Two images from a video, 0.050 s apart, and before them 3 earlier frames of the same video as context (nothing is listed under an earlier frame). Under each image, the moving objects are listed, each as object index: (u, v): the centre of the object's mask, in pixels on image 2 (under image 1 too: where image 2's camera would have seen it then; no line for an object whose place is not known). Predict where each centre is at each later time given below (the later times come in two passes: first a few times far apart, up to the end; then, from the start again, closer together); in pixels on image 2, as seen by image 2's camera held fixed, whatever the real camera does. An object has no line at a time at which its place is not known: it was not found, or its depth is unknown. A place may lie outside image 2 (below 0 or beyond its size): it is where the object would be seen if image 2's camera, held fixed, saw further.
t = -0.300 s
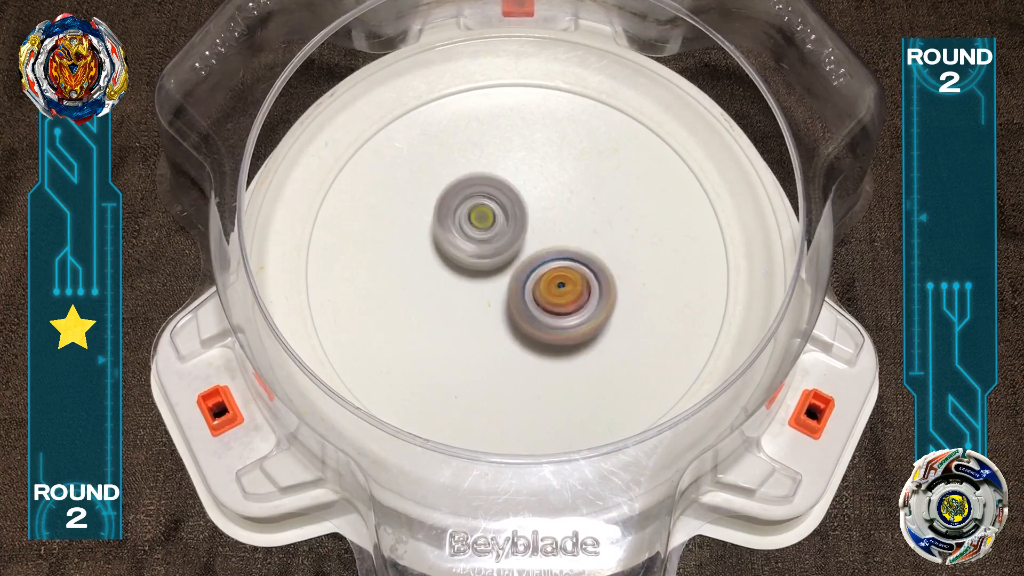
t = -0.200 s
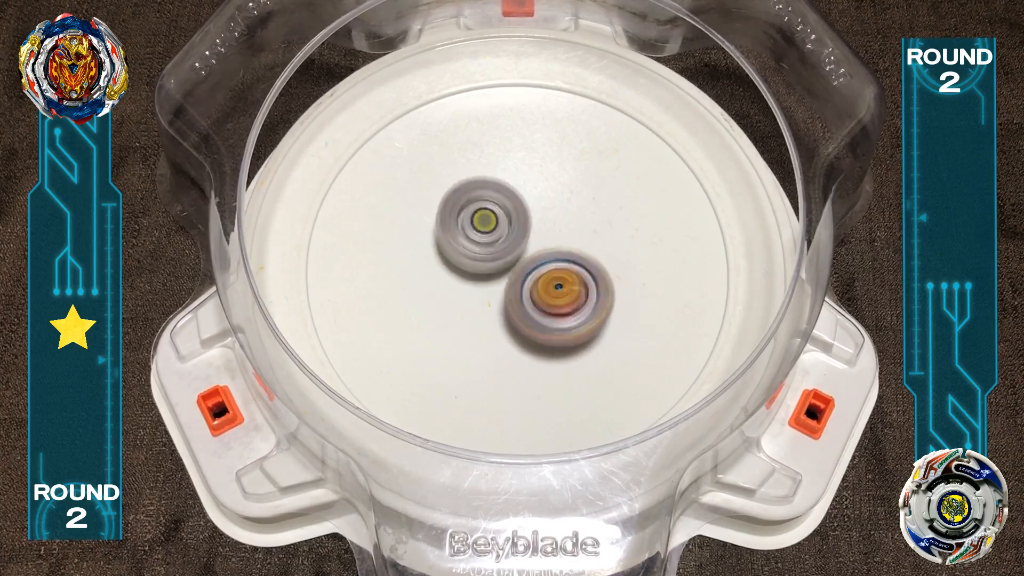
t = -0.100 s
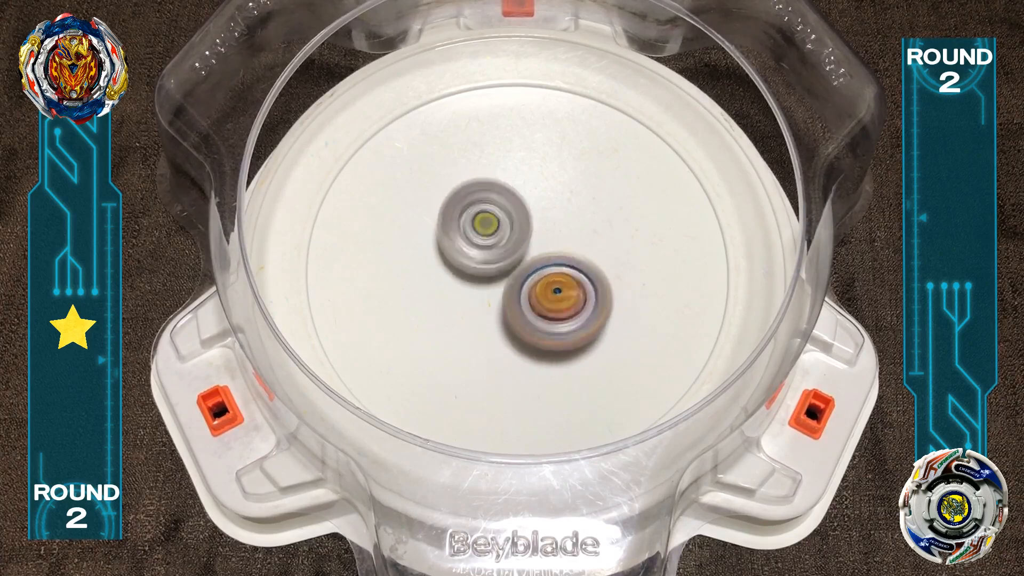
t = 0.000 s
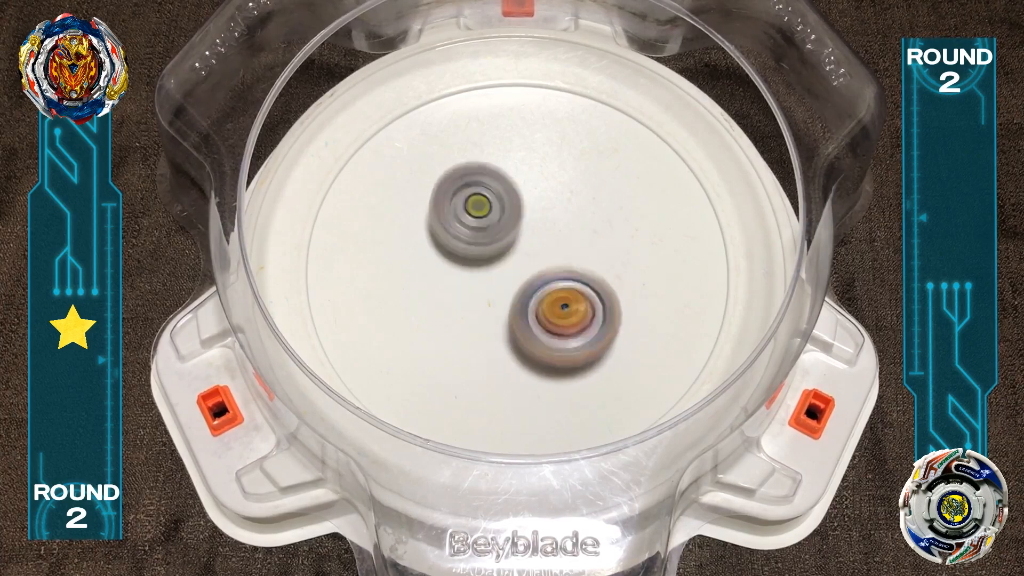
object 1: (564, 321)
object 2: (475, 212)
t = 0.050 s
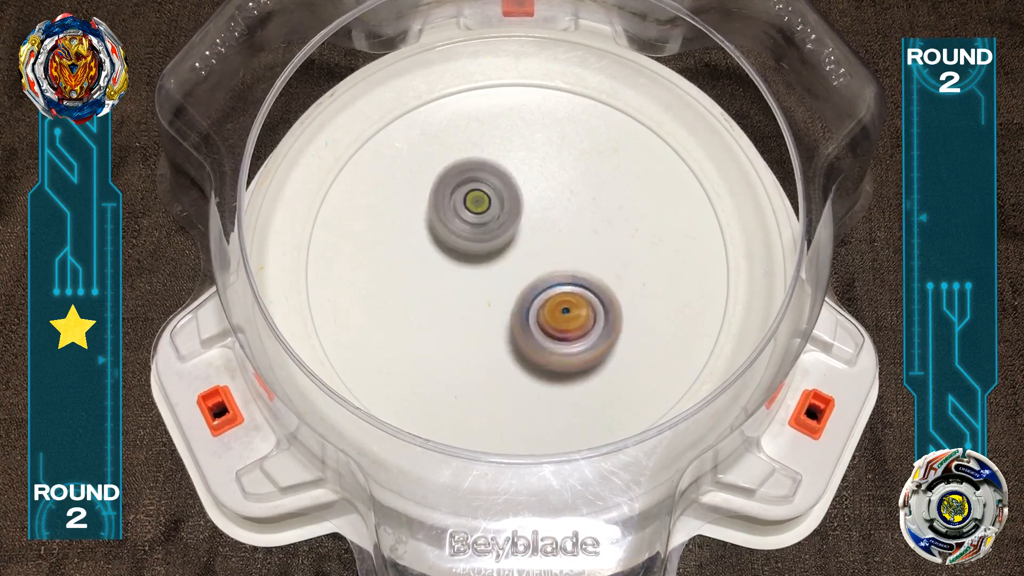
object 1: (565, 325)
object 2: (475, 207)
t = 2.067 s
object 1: (479, 292)
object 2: (577, 240)
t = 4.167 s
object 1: (561, 246)
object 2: (459, 299)
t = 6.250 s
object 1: (516, 309)
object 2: (543, 211)
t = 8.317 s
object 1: (471, 260)
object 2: (591, 283)
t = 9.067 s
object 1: (486, 251)
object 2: (587, 287)
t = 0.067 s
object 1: (565, 325)
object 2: (475, 207)
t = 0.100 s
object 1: (564, 324)
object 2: (475, 207)
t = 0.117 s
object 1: (563, 323)
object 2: (476, 206)
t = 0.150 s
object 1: (561, 320)
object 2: (477, 208)
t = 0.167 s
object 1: (560, 317)
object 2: (478, 209)
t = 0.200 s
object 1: (558, 313)
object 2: (480, 210)
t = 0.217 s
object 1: (556, 311)
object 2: (481, 211)
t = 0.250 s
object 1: (554, 307)
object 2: (483, 213)
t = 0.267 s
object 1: (553, 303)
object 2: (485, 213)
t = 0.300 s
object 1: (550, 300)
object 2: (487, 216)
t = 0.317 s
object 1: (547, 300)
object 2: (488, 216)
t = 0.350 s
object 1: (547, 301)
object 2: (489, 214)
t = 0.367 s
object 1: (547, 302)
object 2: (489, 211)
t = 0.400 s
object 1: (547, 303)
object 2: (490, 210)
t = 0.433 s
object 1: (544, 304)
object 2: (492, 210)
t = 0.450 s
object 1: (543, 303)
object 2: (493, 210)
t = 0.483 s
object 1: (541, 303)
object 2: (494, 211)
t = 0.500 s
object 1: (540, 302)
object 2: (495, 211)
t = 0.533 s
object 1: (537, 301)
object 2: (497, 211)
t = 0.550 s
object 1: (536, 301)
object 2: (498, 211)
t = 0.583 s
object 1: (535, 313)
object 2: (498, 200)
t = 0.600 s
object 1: (535, 317)
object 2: (497, 195)
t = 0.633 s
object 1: (535, 323)
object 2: (496, 187)
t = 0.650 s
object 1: (534, 325)
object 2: (497, 186)
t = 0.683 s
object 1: (532, 328)
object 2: (497, 185)
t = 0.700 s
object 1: (532, 328)
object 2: (498, 185)
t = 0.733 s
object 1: (530, 325)
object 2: (498, 187)
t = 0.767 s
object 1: (529, 323)
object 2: (500, 191)
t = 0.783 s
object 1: (528, 321)
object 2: (501, 194)
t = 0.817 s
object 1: (527, 317)
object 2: (502, 199)
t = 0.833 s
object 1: (527, 315)
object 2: (503, 203)
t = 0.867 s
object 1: (526, 310)
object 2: (504, 207)
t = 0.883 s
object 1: (526, 308)
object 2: (505, 211)
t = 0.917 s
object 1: (524, 317)
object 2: (507, 209)
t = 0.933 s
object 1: (523, 328)
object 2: (509, 197)
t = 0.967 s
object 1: (521, 348)
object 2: (511, 178)
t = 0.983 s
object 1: (520, 355)
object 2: (513, 172)
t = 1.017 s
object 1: (519, 365)
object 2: (517, 164)
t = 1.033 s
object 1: (518, 368)
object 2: (518, 162)
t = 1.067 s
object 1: (518, 370)
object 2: (521, 160)
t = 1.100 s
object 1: (519, 368)
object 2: (523, 160)
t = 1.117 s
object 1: (520, 366)
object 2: (524, 160)
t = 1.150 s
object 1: (521, 362)
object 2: (526, 160)
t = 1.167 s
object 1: (522, 359)
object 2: (527, 161)
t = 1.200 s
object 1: (524, 354)
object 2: (530, 163)
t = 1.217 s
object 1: (524, 352)
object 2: (531, 164)
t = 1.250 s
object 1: (526, 346)
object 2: (534, 167)
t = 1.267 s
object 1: (527, 343)
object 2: (536, 169)
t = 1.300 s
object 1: (527, 337)
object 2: (538, 172)
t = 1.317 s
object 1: (528, 335)
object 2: (539, 174)
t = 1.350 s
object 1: (528, 329)
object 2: (542, 177)
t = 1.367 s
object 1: (527, 326)
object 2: (542, 180)
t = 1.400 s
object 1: (527, 321)
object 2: (544, 185)
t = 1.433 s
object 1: (526, 316)
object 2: (546, 189)
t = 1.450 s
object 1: (525, 314)
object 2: (546, 192)
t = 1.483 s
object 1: (524, 310)
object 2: (547, 197)
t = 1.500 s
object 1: (523, 307)
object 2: (547, 200)
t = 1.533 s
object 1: (522, 302)
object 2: (548, 204)
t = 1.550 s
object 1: (522, 298)
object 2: (550, 206)
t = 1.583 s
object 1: (519, 299)
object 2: (552, 207)
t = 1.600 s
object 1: (518, 299)
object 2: (553, 208)
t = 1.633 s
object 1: (516, 298)
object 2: (555, 210)
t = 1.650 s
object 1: (514, 299)
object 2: (556, 211)
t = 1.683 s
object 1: (511, 301)
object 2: (558, 215)
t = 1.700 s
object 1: (509, 301)
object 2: (559, 217)
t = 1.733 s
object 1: (505, 303)
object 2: (562, 219)
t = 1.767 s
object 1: (498, 307)
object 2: (568, 216)
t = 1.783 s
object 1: (495, 308)
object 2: (570, 215)
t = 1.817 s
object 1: (492, 307)
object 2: (572, 218)
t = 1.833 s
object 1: (491, 306)
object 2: (572, 219)
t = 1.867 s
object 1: (488, 306)
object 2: (573, 222)
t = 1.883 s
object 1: (489, 303)
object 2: (572, 225)
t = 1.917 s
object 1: (488, 302)
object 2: (573, 227)
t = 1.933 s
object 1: (488, 300)
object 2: (572, 229)
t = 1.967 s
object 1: (488, 298)
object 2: (571, 233)
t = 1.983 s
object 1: (489, 295)
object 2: (571, 234)
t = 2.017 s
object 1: (486, 293)
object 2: (573, 237)
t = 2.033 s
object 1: (483, 293)
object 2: (575, 237)
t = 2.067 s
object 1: (479, 292)
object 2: (577, 240)
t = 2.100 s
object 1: (476, 291)
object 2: (577, 243)
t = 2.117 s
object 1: (476, 290)
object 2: (577, 245)
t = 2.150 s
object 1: (476, 287)
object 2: (577, 248)
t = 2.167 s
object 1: (476, 287)
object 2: (578, 250)
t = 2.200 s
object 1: (476, 284)
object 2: (577, 254)
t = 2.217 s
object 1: (475, 283)
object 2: (579, 255)
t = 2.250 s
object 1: (473, 280)
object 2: (581, 257)
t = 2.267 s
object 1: (472, 279)
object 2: (581, 259)
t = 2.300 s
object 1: (471, 277)
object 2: (581, 262)
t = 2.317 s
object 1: (472, 276)
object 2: (582, 264)
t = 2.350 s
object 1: (472, 275)
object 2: (581, 267)
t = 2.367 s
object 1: (472, 274)
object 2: (580, 268)
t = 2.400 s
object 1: (474, 272)
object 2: (579, 271)
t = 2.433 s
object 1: (473, 270)
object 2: (580, 274)
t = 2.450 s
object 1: (472, 269)
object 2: (580, 276)
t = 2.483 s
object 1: (471, 267)
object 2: (579, 279)
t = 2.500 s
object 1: (472, 267)
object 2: (579, 280)
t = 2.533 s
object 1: (473, 264)
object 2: (578, 283)
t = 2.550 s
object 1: (473, 264)
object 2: (577, 285)
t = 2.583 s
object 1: (473, 262)
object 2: (577, 288)
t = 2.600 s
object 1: (473, 261)
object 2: (576, 289)
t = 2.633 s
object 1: (474, 259)
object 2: (575, 292)
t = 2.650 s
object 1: (473, 258)
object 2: (576, 294)
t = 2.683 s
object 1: (472, 255)
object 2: (577, 298)
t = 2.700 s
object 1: (472, 254)
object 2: (576, 299)
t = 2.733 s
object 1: (473, 252)
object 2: (575, 302)
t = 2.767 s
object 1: (474, 251)
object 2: (574, 304)
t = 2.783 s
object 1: (475, 250)
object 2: (573, 305)
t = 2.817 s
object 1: (477, 250)
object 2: (571, 307)
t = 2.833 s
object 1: (478, 249)
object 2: (569, 308)
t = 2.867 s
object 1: (481, 248)
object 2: (567, 309)
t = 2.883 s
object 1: (482, 248)
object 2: (565, 310)
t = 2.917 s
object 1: (482, 246)
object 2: (565, 315)
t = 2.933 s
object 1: (482, 246)
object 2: (564, 317)
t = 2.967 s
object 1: (483, 243)
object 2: (562, 318)
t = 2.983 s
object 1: (484, 243)
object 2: (560, 319)
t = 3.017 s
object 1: (486, 242)
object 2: (557, 320)
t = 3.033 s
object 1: (487, 242)
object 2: (557, 321)
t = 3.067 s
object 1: (489, 241)
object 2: (553, 322)
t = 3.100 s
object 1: (491, 240)
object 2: (550, 323)
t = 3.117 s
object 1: (492, 240)
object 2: (549, 323)
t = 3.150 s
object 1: (494, 238)
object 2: (546, 325)
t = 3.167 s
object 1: (495, 237)
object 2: (544, 325)
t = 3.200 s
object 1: (498, 235)
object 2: (541, 326)
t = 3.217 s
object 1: (499, 234)
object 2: (540, 327)
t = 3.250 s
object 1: (502, 233)
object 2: (537, 327)
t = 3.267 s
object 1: (503, 232)
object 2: (535, 327)
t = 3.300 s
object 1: (506, 231)
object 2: (533, 327)
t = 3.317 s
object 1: (507, 231)
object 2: (531, 329)
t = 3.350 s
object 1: (510, 229)
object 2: (528, 330)
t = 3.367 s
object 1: (511, 228)
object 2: (527, 330)
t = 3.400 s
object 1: (515, 228)
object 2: (524, 330)
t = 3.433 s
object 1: (516, 228)
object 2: (521, 329)
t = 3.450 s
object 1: (518, 228)
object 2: (519, 329)
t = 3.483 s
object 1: (520, 229)
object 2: (517, 327)
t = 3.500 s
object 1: (521, 229)
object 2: (515, 328)
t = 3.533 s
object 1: (523, 228)
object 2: (512, 329)
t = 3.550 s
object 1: (524, 228)
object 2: (510, 328)
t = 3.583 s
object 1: (526, 228)
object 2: (507, 327)
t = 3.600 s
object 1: (528, 227)
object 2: (506, 327)
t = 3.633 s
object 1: (529, 228)
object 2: (504, 325)
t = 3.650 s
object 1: (530, 229)
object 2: (502, 324)
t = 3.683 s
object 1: (531, 230)
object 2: (500, 322)
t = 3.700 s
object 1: (532, 229)
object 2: (498, 322)
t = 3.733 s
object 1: (535, 229)
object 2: (495, 322)
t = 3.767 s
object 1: (537, 230)
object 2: (493, 320)
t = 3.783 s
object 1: (538, 230)
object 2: (491, 318)
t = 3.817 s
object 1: (540, 232)
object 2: (489, 316)
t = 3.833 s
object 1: (542, 232)
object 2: (487, 316)
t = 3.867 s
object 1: (545, 233)
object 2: (484, 315)
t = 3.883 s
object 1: (547, 233)
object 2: (483, 313)
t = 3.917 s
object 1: (548, 236)
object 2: (481, 311)
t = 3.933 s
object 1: (550, 237)
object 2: (481, 310)
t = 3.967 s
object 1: (554, 237)
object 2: (472, 312)
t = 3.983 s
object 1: (557, 237)
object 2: (468, 311)
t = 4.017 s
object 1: (560, 238)
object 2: (465, 310)
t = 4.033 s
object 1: (561, 239)
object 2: (464, 309)
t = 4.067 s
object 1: (562, 240)
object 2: (462, 307)
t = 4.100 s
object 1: (562, 243)
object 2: (460, 305)
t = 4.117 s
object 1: (562, 244)
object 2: (460, 303)
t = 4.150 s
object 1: (561, 246)
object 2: (459, 300)
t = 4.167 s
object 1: (561, 246)
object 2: (459, 299)
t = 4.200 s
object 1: (561, 248)
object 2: (458, 296)
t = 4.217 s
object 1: (561, 250)
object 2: (458, 294)
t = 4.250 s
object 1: (561, 251)
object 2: (458, 291)
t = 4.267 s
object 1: (560, 252)
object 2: (458, 290)
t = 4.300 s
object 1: (560, 253)
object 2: (459, 287)
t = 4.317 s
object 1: (559, 254)
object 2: (459, 285)
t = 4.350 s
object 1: (563, 256)
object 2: (454, 283)
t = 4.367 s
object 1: (565, 256)
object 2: (454, 281)
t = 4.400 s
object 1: (567, 258)
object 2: (454, 279)
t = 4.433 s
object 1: (568, 260)
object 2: (454, 276)
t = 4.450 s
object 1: (567, 261)
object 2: (455, 274)
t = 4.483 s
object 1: (567, 262)
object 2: (455, 271)
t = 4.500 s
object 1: (566, 262)
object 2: (456, 270)
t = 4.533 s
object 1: (564, 263)
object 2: (458, 268)
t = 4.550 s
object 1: (564, 264)
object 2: (458, 266)
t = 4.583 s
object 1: (565, 265)
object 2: (458, 262)
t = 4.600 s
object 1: (565, 266)
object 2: (459, 261)
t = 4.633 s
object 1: (565, 267)
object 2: (459, 258)
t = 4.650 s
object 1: (567, 269)
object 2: (457, 256)
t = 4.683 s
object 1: (568, 271)
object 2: (458, 252)
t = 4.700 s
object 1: (568, 272)
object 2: (459, 252)
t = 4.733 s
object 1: (566, 274)
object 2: (460, 250)
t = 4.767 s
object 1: (564, 276)
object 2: (462, 247)
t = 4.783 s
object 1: (565, 277)
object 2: (460, 245)
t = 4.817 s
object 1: (565, 279)
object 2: (460, 241)
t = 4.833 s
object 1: (564, 280)
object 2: (462, 240)
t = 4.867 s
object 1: (562, 281)
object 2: (463, 238)
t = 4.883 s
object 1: (561, 282)
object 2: (464, 238)
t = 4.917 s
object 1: (558, 283)
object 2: (466, 236)
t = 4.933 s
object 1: (558, 285)
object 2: (466, 232)
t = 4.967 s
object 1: (559, 286)
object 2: (466, 229)
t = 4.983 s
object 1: (558, 287)
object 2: (466, 229)
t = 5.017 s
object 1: (557, 287)
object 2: (468, 228)
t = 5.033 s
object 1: (556, 288)
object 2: (469, 226)
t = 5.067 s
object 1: (553, 288)
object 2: (471, 225)
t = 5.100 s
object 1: (552, 288)
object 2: (473, 224)
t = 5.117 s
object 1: (551, 290)
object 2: (475, 222)
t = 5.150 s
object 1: (550, 291)
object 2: (477, 221)
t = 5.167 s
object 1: (551, 292)
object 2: (477, 219)
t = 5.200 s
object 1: (550, 296)
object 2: (479, 216)
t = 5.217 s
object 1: (549, 297)
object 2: (481, 215)
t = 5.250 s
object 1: (547, 297)
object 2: (483, 214)
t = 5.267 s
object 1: (546, 297)
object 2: (483, 214)
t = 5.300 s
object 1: (544, 296)
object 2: (486, 214)
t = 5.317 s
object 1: (543, 296)
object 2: (487, 214)
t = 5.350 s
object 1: (545, 306)
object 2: (486, 205)
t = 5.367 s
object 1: (546, 308)
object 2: (486, 199)
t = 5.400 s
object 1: (547, 313)
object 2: (488, 193)
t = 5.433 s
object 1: (546, 316)
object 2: (491, 192)
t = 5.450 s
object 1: (545, 318)
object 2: (491, 192)
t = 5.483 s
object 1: (544, 315)
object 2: (494, 193)
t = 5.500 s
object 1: (543, 314)
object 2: (494, 194)
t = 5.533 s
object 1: (542, 312)
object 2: (496, 195)
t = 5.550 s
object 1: (541, 312)
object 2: (498, 196)
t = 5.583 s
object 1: (540, 307)
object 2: (502, 198)
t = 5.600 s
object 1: (539, 305)
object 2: (502, 199)
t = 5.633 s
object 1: (538, 302)
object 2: (505, 202)
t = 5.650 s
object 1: (537, 300)
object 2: (506, 204)
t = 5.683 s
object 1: (536, 298)
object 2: (509, 206)
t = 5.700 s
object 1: (536, 299)
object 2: (510, 204)
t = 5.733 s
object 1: (535, 301)
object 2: (513, 204)
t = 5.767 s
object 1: (534, 301)
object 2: (516, 206)
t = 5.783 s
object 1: (533, 303)
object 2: (516, 208)
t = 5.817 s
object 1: (531, 305)
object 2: (520, 207)
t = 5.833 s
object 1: (530, 306)
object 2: (521, 207)
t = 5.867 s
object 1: (528, 307)
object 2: (523, 209)
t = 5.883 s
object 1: (526, 307)
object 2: (525, 209)
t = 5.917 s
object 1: (524, 308)
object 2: (527, 211)
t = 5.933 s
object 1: (522, 315)
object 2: (529, 207)
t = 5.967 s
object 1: (518, 324)
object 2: (534, 195)
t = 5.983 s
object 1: (516, 326)
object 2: (535, 192)
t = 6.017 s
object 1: (513, 328)
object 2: (539, 192)
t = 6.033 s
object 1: (513, 328)
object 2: (540, 192)
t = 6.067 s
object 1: (511, 327)
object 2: (541, 194)
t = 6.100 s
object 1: (511, 324)
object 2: (542, 197)
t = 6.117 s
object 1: (511, 322)
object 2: (543, 199)
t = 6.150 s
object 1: (513, 318)
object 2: (543, 201)
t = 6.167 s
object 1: (513, 316)
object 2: (543, 203)
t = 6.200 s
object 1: (514, 313)
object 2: (543, 208)
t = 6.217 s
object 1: (515, 312)
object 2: (543, 208)
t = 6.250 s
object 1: (516, 309)
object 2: (543, 211)
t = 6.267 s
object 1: (517, 307)
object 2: (544, 213)
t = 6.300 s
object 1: (516, 308)
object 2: (546, 211)
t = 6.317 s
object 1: (516, 306)
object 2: (547, 211)
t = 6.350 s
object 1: (514, 308)
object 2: (549, 213)
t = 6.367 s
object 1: (515, 304)
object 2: (548, 214)
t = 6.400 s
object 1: (512, 307)
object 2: (551, 215)
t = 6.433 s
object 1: (507, 308)
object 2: (555, 212)
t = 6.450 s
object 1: (506, 307)
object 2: (555, 211)
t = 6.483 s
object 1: (504, 307)
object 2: (557, 213)
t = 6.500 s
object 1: (503, 305)
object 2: (557, 214)
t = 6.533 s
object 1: (503, 303)
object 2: (556, 216)
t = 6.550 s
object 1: (503, 303)
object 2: (556, 218)
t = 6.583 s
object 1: (502, 302)
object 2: (556, 219)
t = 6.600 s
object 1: (501, 302)
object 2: (559, 220)
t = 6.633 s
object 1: (498, 300)
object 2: (559, 222)
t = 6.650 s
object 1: (498, 299)
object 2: (559, 223)
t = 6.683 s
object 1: (493, 300)
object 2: (564, 223)
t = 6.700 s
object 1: (491, 301)
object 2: (565, 222)
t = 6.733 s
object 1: (488, 300)
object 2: (567, 223)
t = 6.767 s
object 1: (488, 297)
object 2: (568, 224)
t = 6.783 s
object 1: (488, 297)
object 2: (568, 224)
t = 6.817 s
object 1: (489, 294)
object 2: (567, 226)
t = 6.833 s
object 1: (490, 294)
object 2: (568, 227)
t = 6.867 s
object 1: (491, 292)
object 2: (568, 228)
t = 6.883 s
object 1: (490, 292)
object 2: (569, 229)
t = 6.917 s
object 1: (489, 291)
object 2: (571, 233)
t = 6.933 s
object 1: (487, 292)
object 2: (572, 233)
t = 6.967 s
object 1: (481, 293)
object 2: (578, 231)
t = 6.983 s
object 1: (479, 292)
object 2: (580, 231)
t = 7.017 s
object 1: (478, 291)
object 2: (583, 233)
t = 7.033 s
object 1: (478, 290)
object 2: (583, 233)
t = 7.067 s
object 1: (479, 288)
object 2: (582, 234)
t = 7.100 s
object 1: (480, 287)
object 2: (583, 236)
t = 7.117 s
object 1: (481, 286)
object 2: (582, 236)
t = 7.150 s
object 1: (483, 285)
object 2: (581, 239)
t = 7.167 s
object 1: (484, 284)
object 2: (581, 239)
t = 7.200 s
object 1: (485, 284)
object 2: (579, 241)
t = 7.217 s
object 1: (485, 283)
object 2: (580, 242)
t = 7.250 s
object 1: (479, 284)
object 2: (585, 244)
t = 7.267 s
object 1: (478, 284)
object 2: (586, 244)
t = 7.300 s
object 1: (477, 283)
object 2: (585, 246)
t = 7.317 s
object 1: (477, 282)
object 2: (585, 247)
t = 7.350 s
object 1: (478, 280)
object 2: (583, 248)
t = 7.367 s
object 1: (479, 279)
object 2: (581, 249)
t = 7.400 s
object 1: (480, 278)
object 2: (580, 251)
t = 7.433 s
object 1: (478, 276)
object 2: (581, 252)
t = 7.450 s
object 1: (478, 276)
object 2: (582, 254)
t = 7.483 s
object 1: (473, 275)
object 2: (586, 254)
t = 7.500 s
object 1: (472, 275)
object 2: (587, 255)
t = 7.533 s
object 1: (471, 274)
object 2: (588, 257)
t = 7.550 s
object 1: (471, 273)
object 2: (586, 258)
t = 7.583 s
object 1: (473, 273)
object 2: (584, 259)
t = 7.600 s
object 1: (475, 273)
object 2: (583, 259)
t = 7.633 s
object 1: (476, 272)
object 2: (581, 260)
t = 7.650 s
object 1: (475, 272)
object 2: (583, 261)
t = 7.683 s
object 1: (474, 272)
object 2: (584, 263)
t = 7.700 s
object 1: (473, 272)
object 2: (584, 264)
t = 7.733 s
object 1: (474, 271)
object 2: (581, 264)
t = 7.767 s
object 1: (475, 271)
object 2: (581, 265)
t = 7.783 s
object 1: (474, 270)
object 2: (583, 266)
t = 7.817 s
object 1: (472, 269)
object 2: (584, 267)
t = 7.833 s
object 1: (473, 269)
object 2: (585, 268)
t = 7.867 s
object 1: (474, 268)
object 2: (581, 269)
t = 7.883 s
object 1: (474, 268)
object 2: (580, 270)
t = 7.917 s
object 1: (467, 267)
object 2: (585, 273)
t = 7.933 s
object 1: (466, 265)
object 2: (589, 274)
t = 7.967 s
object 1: (464, 263)
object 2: (590, 276)
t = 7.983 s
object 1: (463, 263)
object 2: (589, 277)
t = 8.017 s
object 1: (464, 262)
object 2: (588, 277)
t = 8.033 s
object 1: (465, 262)
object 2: (588, 276)
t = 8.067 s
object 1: (468, 262)
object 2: (587, 276)
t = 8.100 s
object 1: (470, 263)
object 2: (583, 277)
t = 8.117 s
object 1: (472, 264)
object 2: (584, 277)
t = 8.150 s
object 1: (475, 265)
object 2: (580, 277)
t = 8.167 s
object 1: (474, 265)
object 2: (583, 279)
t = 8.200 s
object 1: (469, 264)
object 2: (590, 279)
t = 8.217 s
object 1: (468, 263)
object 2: (593, 282)
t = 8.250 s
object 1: (468, 261)
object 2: (592, 282)
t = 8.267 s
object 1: (468, 261)
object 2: (592, 283)
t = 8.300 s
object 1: (470, 261)
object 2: (591, 282)
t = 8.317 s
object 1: (471, 260)
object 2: (591, 283)
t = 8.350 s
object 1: (473, 261)
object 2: (589, 282)
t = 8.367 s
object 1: (475, 261)
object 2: (588, 283)
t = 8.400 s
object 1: (478, 262)
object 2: (587, 282)
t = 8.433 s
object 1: (480, 262)
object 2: (586, 283)
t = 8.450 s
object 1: (480, 262)
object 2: (586, 282)
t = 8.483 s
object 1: (479, 261)
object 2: (585, 285)
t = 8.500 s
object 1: (479, 261)
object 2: (584, 284)
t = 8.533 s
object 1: (479, 259)
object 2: (584, 285)
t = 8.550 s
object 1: (478, 258)
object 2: (587, 285)
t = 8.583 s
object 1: (475, 255)
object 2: (592, 289)
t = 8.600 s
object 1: (475, 255)
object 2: (591, 288)
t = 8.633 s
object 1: (477, 253)
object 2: (590, 288)
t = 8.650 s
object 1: (477, 253)
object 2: (589, 286)
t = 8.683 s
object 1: (480, 254)
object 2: (589, 287)
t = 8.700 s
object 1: (482, 254)
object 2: (588, 285)
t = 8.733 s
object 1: (485, 255)
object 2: (587, 287)
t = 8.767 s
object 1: (482, 254)
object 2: (590, 289)
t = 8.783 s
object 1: (482, 253)
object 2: (592, 289)
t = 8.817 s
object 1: (483, 252)
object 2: (590, 290)
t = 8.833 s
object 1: (483, 252)
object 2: (590, 289)
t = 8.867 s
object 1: (485, 253)
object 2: (589, 287)
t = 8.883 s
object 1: (486, 253)
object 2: (588, 287)
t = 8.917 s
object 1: (487, 253)
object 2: (588, 287)
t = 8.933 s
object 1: (487, 253)
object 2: (587, 287)
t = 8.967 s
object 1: (484, 251)
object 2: (590, 290)
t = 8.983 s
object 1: (484, 250)
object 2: (588, 290)
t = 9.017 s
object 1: (484, 250)
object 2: (589, 289)
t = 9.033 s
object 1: (484, 249)
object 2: (587, 288)
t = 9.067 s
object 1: (486, 251)
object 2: (587, 287)
